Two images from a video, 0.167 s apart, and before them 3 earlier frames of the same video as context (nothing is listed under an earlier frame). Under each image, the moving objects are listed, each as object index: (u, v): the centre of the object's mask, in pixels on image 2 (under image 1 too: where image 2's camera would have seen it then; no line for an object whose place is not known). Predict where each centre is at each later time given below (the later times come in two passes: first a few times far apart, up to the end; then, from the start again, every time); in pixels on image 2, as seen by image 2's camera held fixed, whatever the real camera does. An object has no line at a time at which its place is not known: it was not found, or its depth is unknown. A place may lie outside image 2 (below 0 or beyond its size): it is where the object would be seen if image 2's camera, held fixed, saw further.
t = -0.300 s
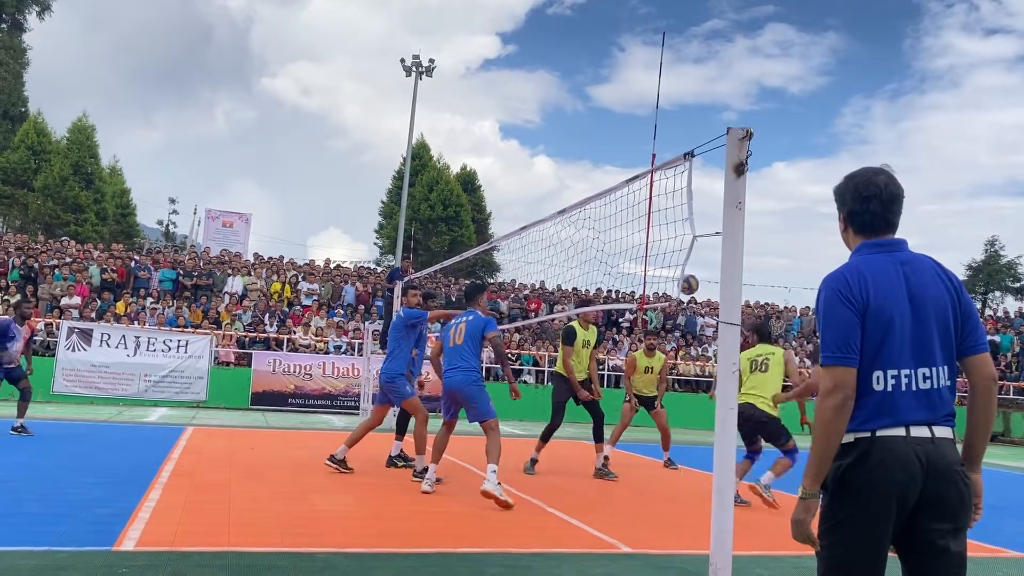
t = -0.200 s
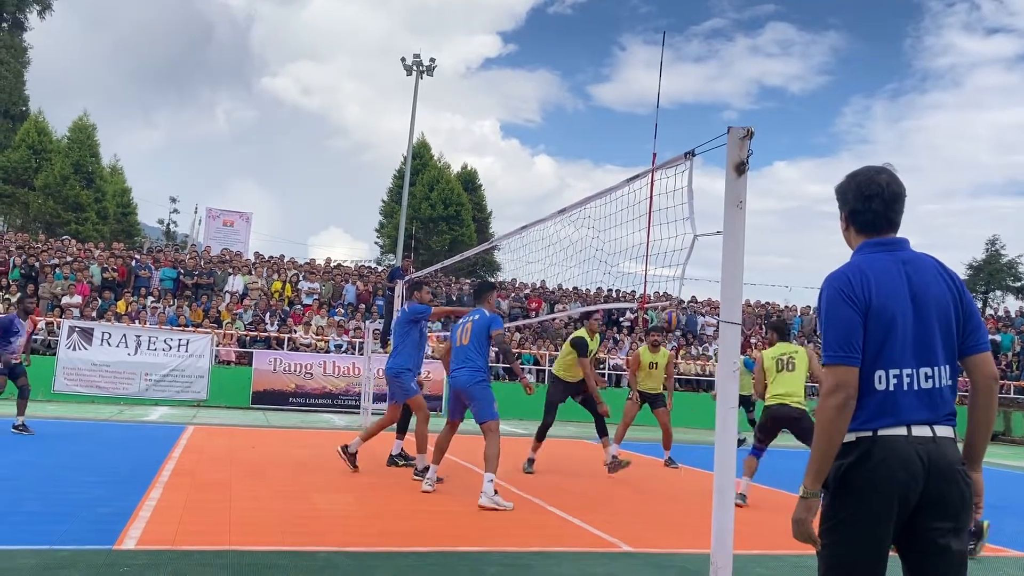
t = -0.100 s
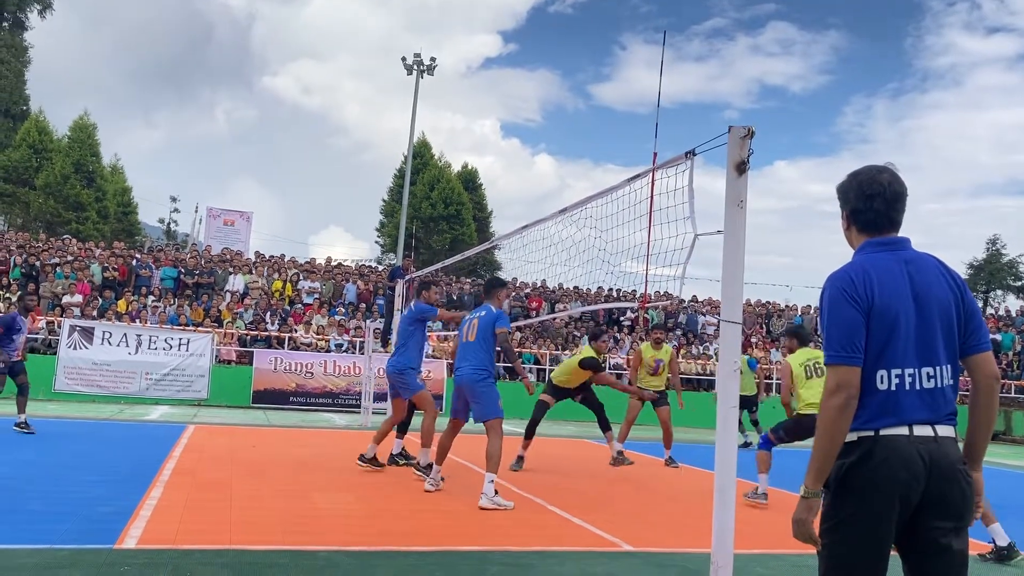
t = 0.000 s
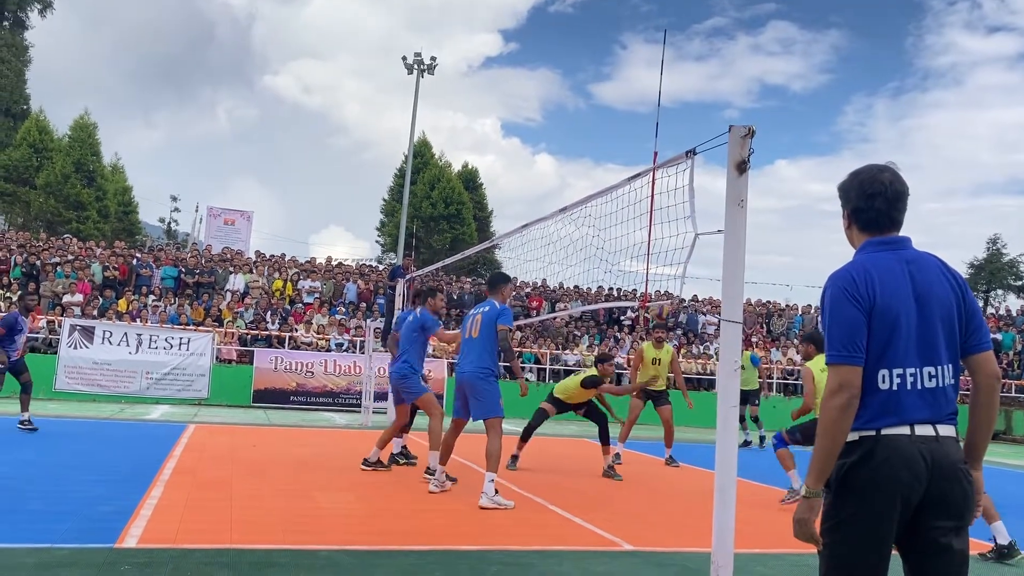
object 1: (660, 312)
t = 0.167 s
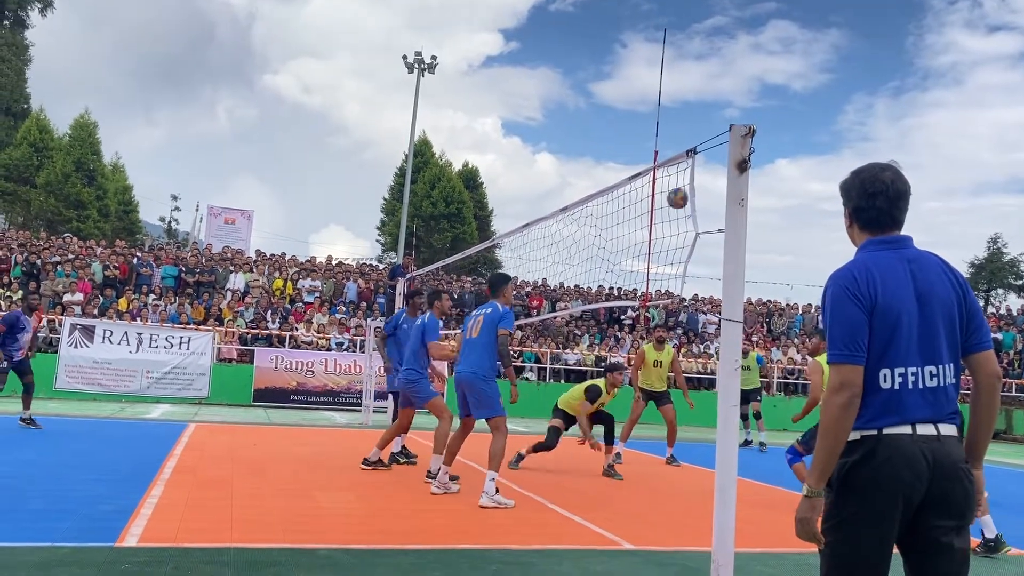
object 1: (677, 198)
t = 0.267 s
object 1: (685, 143)
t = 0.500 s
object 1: (704, 60)
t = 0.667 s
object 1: (715, 32)
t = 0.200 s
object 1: (680, 179)
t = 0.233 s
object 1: (683, 166)
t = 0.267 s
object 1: (685, 143)
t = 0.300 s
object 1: (689, 129)
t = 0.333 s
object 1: (691, 115)
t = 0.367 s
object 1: (694, 102)
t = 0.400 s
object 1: (697, 90)
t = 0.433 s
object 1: (699, 79)
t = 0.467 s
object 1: (701, 69)
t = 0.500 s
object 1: (704, 60)
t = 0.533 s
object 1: (706, 53)
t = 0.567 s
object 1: (709, 46)
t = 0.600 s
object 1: (711, 40)
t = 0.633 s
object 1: (713, 35)
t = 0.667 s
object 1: (715, 32)
